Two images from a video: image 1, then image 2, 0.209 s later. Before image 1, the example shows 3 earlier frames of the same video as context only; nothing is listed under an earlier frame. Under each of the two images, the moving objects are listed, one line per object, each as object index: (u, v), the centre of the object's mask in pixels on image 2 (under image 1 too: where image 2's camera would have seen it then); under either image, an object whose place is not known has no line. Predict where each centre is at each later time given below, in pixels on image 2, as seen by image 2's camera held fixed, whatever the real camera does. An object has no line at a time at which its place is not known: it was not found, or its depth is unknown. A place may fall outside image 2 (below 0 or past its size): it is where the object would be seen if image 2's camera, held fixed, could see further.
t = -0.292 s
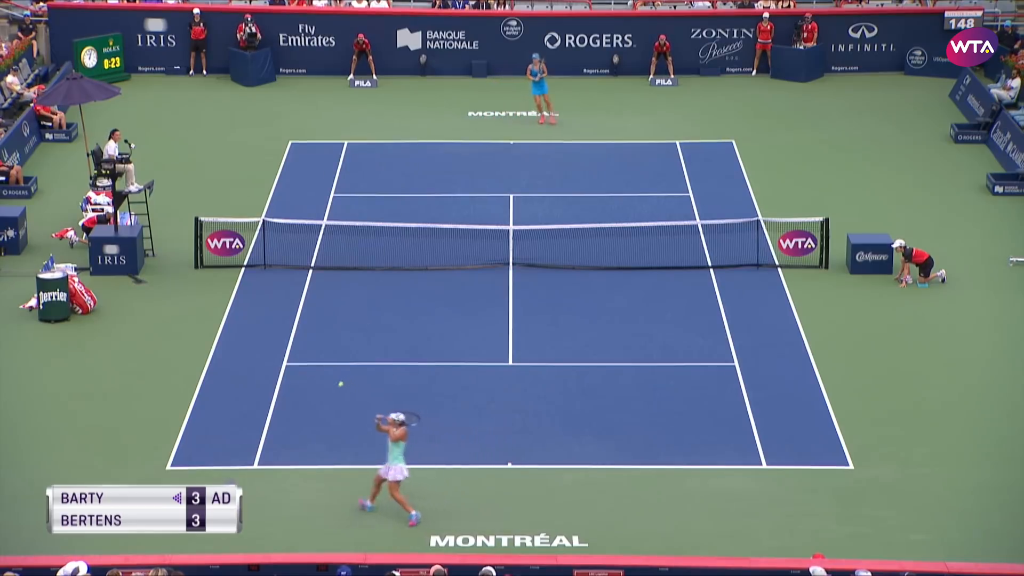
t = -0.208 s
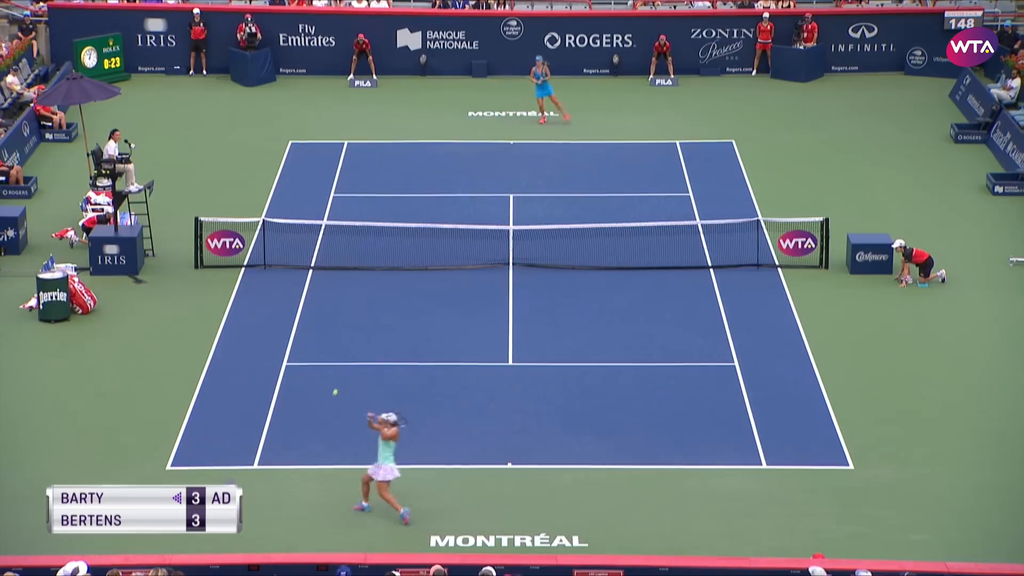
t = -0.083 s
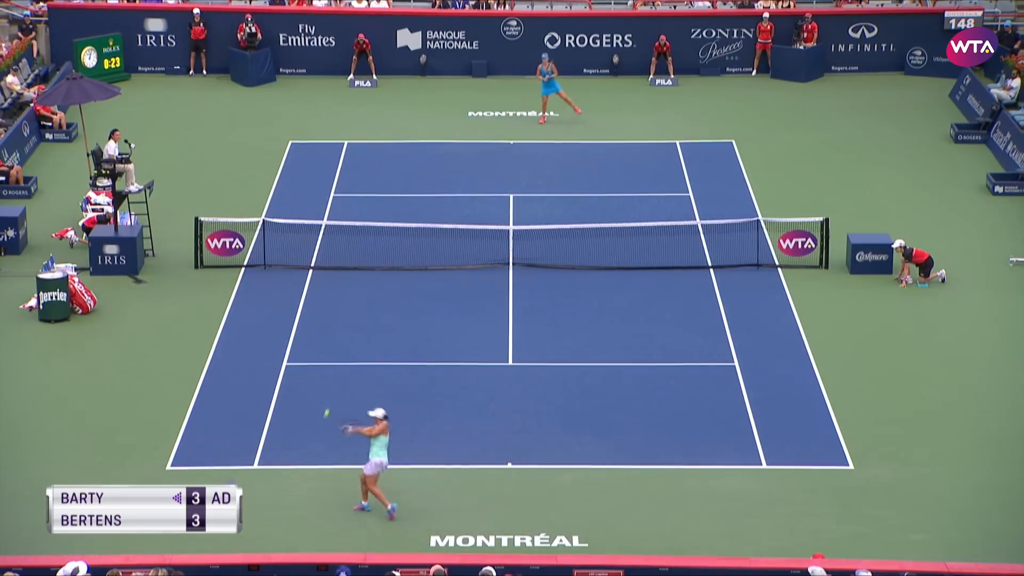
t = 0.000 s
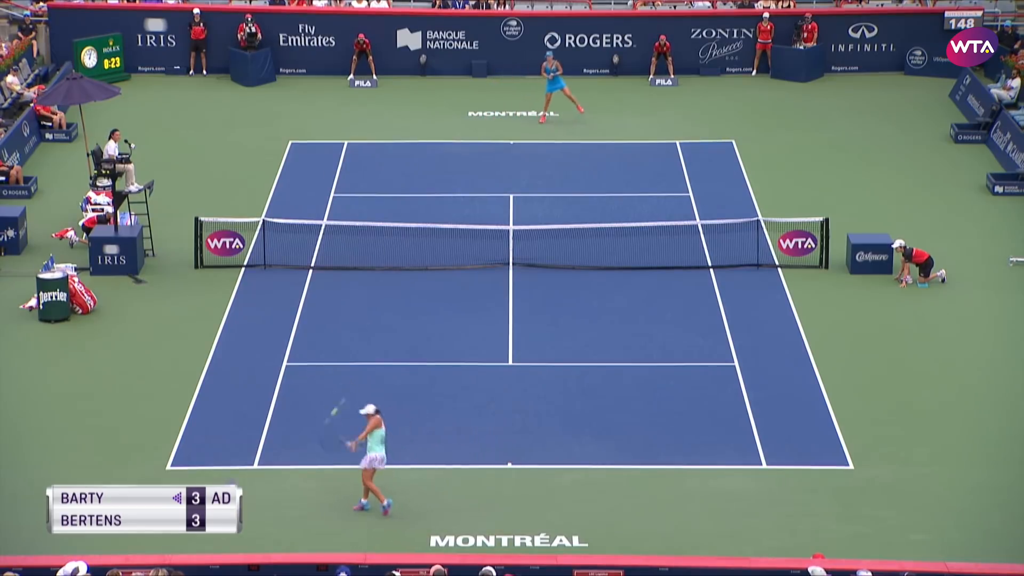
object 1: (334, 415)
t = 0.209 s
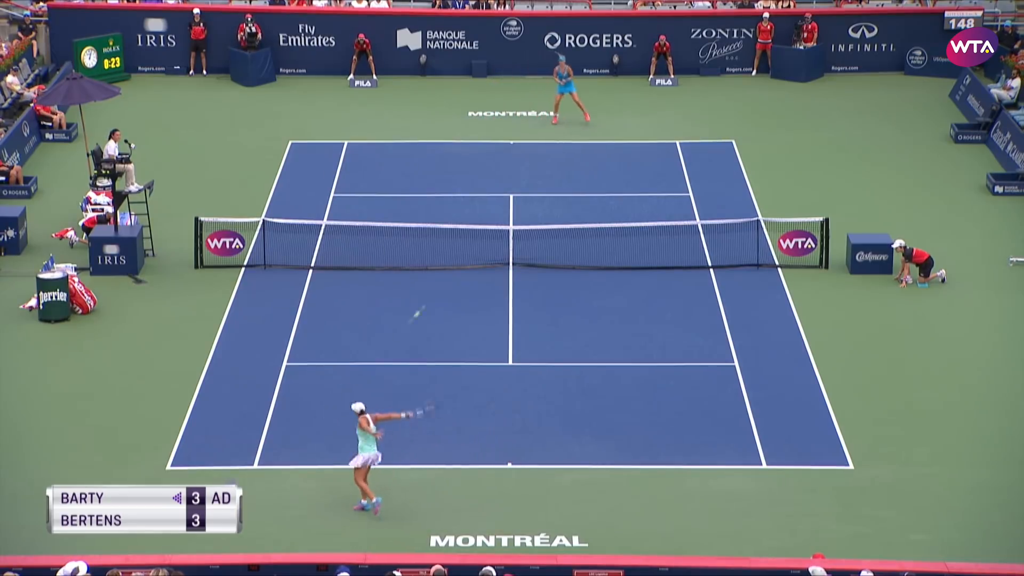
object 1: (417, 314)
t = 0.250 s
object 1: (431, 299)
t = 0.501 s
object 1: (501, 236)
